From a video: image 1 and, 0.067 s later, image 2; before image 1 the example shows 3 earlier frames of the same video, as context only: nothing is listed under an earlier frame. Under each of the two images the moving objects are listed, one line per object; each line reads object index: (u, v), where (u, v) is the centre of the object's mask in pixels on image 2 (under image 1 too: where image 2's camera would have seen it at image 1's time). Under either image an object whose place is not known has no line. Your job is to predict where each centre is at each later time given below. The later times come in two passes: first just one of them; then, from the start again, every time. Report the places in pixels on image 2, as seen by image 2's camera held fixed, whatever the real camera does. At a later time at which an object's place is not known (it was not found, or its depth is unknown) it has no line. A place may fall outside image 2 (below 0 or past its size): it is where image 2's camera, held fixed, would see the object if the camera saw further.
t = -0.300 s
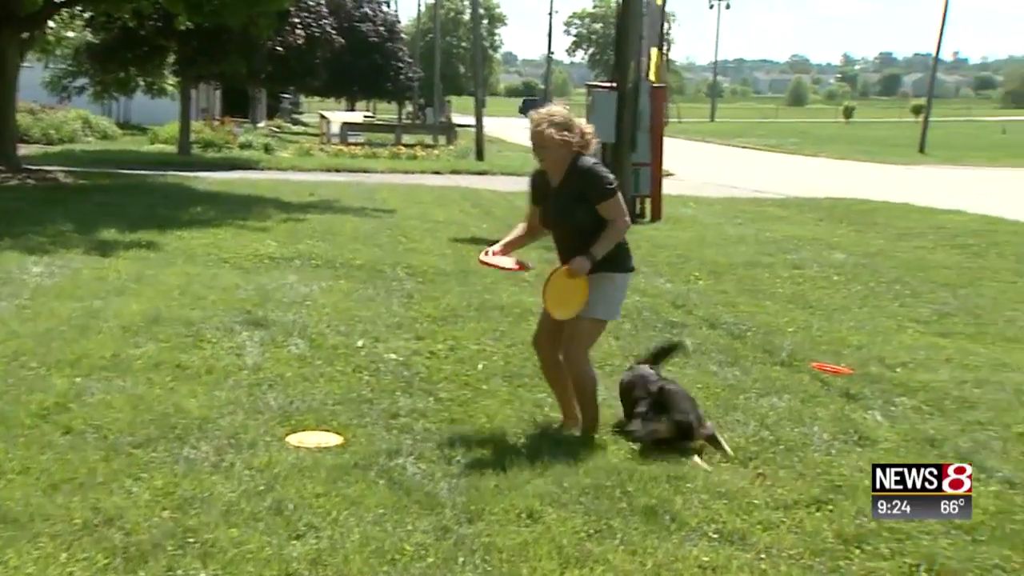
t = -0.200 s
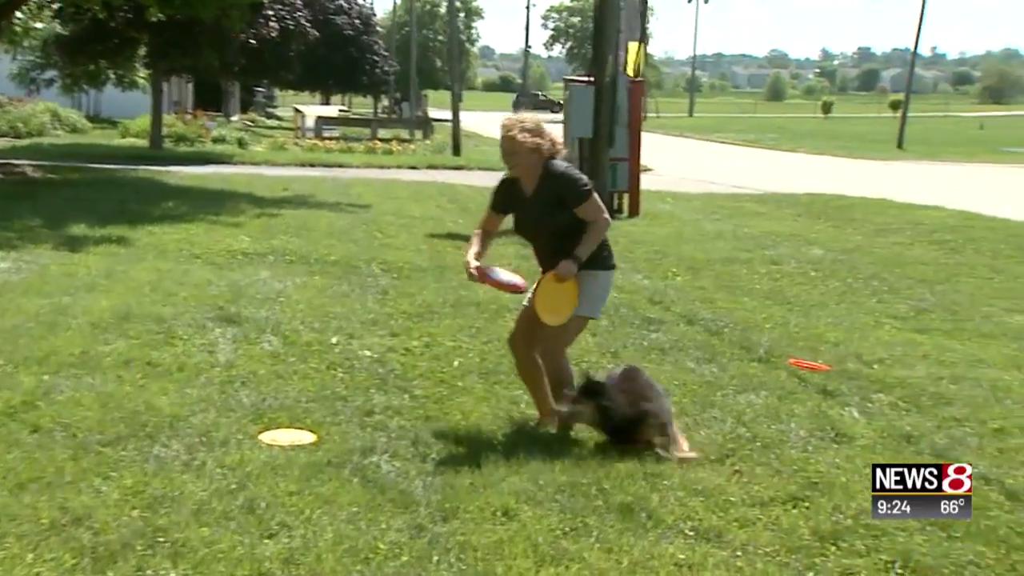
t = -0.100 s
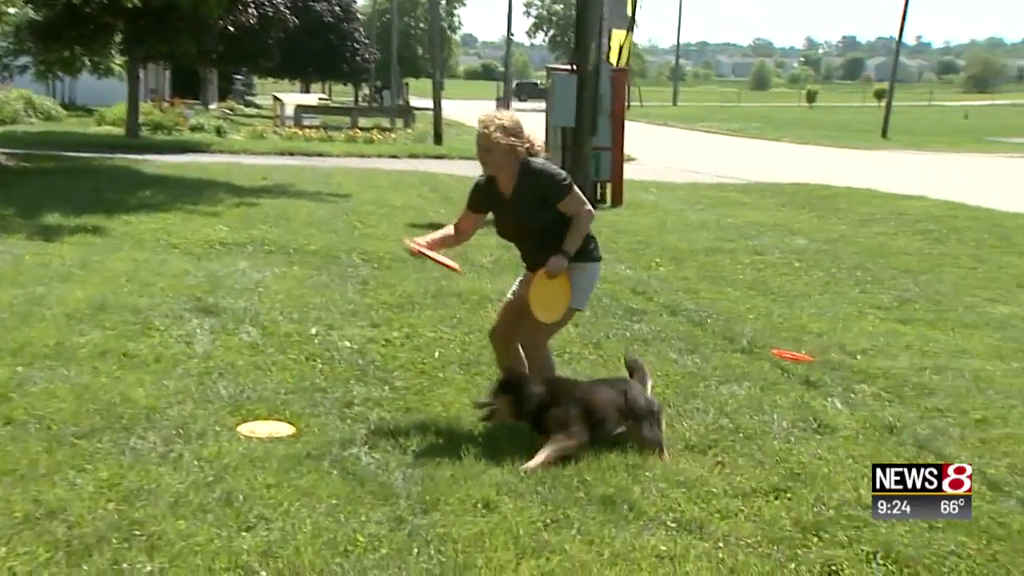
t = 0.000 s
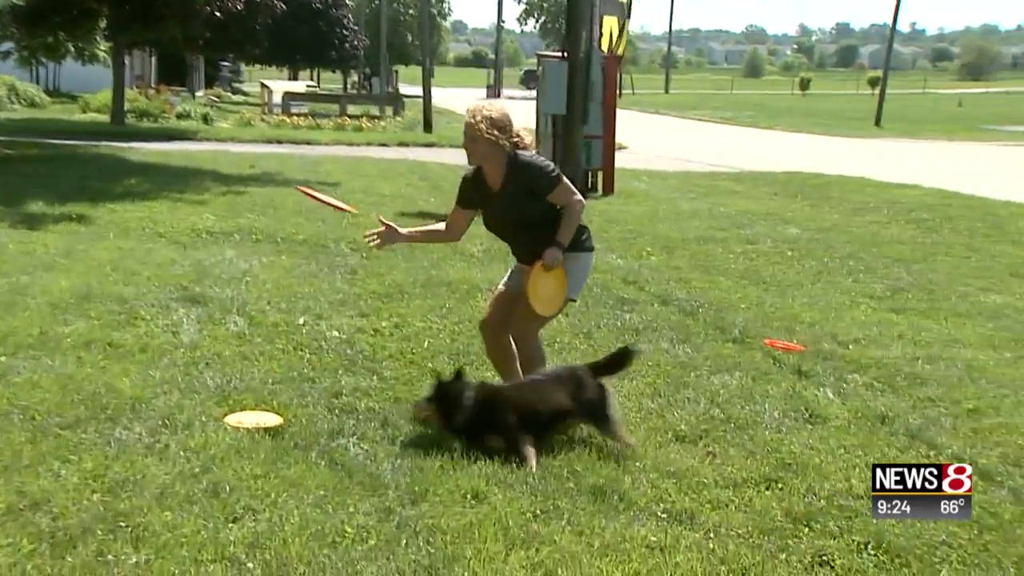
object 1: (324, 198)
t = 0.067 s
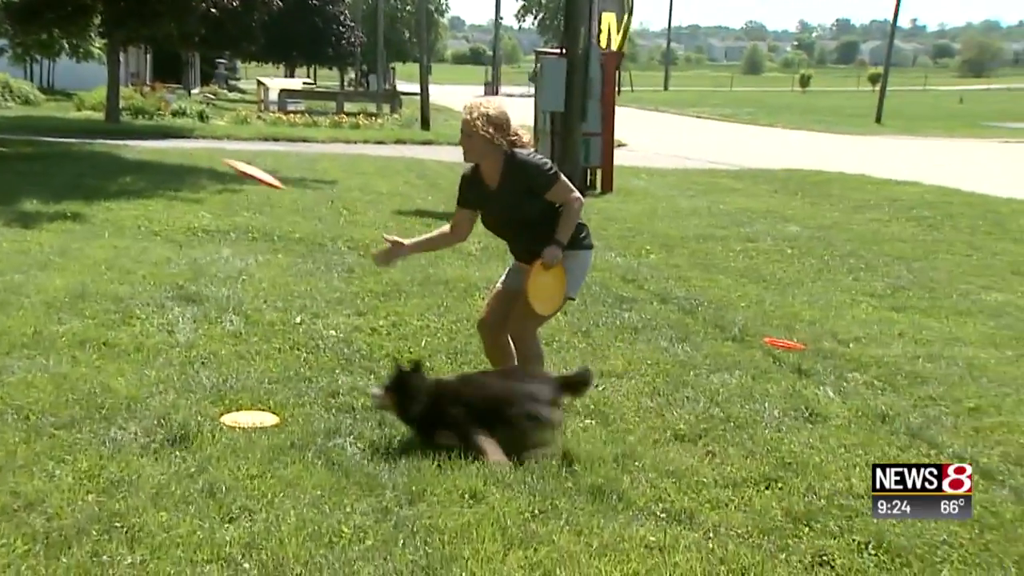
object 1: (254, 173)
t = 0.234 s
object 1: (93, 140)
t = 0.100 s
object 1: (225, 165)
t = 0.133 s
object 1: (188, 155)
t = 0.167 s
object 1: (156, 149)
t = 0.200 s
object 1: (125, 145)
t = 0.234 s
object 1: (93, 140)
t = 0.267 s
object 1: (63, 137)
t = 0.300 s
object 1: (34, 136)
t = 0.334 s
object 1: (4, 135)
